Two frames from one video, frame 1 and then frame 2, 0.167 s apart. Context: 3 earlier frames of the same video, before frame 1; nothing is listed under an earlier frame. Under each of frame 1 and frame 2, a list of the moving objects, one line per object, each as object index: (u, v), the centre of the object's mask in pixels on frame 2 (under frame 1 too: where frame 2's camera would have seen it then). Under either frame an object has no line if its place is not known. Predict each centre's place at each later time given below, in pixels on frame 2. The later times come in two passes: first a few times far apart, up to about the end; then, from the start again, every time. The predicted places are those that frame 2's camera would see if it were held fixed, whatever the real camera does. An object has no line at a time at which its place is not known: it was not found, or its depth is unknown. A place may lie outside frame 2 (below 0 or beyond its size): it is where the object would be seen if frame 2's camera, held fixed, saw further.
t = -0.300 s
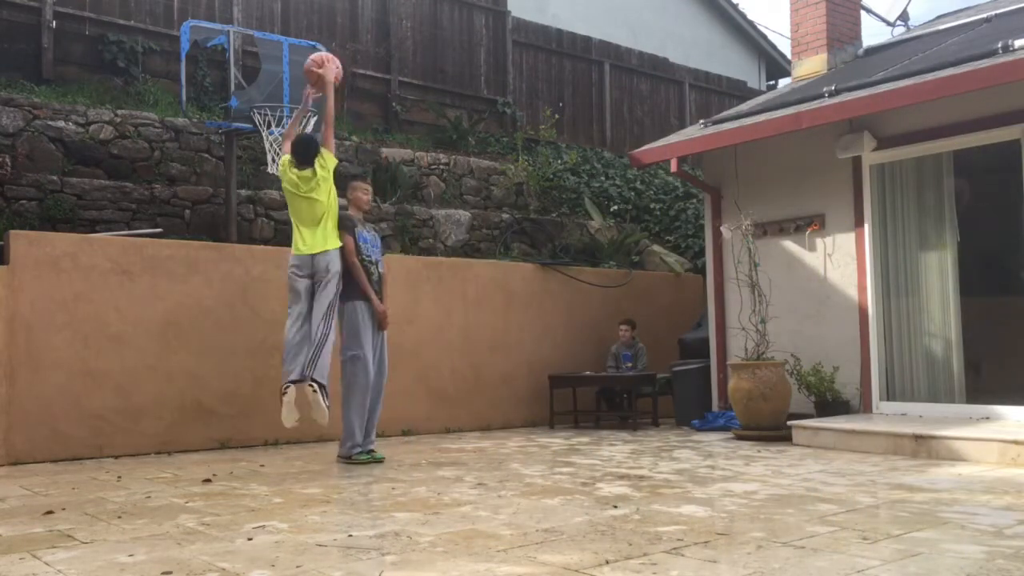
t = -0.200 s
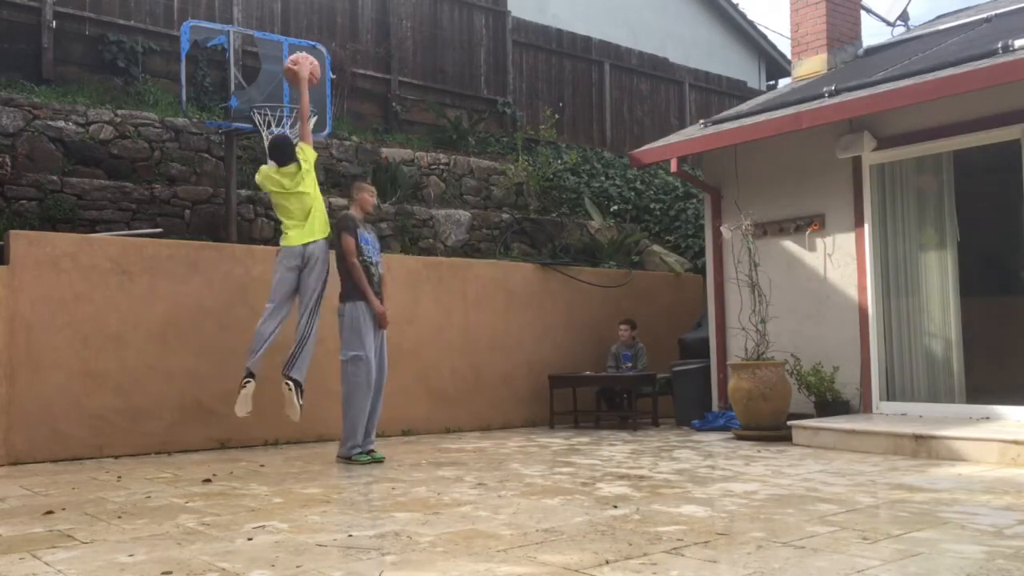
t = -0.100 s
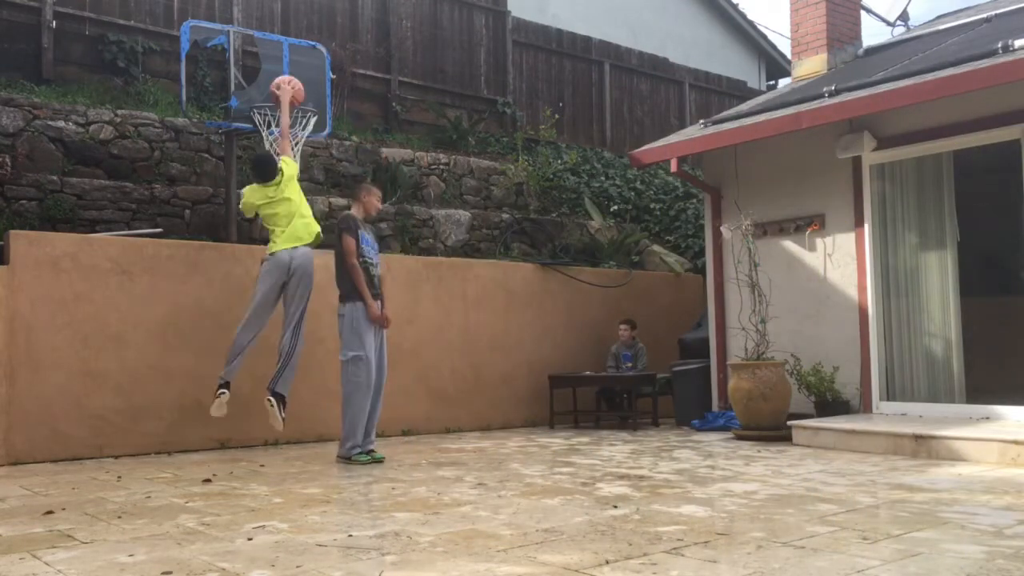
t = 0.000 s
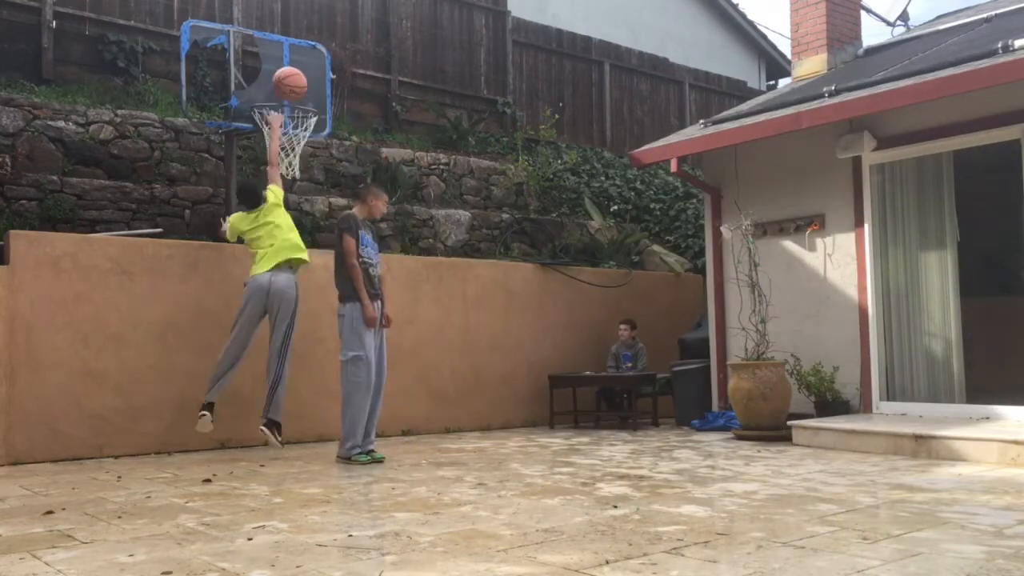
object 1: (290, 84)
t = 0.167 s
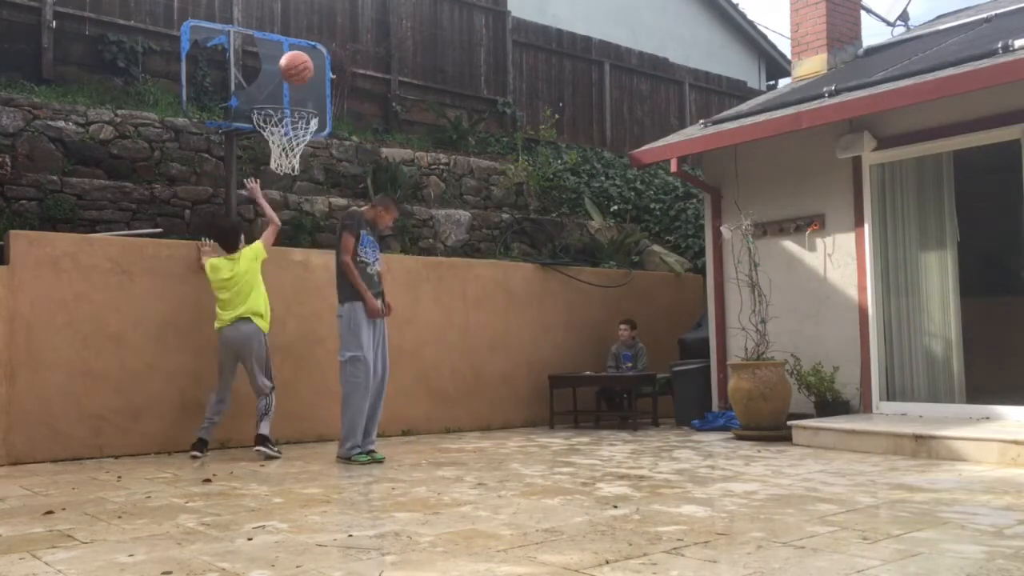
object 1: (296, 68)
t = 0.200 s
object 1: (298, 69)
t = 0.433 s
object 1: (310, 100)
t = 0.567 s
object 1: (320, 132)
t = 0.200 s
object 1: (298, 69)
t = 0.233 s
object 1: (299, 72)
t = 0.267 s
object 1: (301, 76)
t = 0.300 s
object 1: (303, 82)
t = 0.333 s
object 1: (304, 90)
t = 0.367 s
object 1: (306, 94)
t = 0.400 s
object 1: (308, 96)
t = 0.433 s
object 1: (310, 100)
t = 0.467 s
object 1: (312, 106)
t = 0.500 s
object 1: (315, 112)
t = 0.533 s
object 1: (317, 121)
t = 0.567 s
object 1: (320, 132)
